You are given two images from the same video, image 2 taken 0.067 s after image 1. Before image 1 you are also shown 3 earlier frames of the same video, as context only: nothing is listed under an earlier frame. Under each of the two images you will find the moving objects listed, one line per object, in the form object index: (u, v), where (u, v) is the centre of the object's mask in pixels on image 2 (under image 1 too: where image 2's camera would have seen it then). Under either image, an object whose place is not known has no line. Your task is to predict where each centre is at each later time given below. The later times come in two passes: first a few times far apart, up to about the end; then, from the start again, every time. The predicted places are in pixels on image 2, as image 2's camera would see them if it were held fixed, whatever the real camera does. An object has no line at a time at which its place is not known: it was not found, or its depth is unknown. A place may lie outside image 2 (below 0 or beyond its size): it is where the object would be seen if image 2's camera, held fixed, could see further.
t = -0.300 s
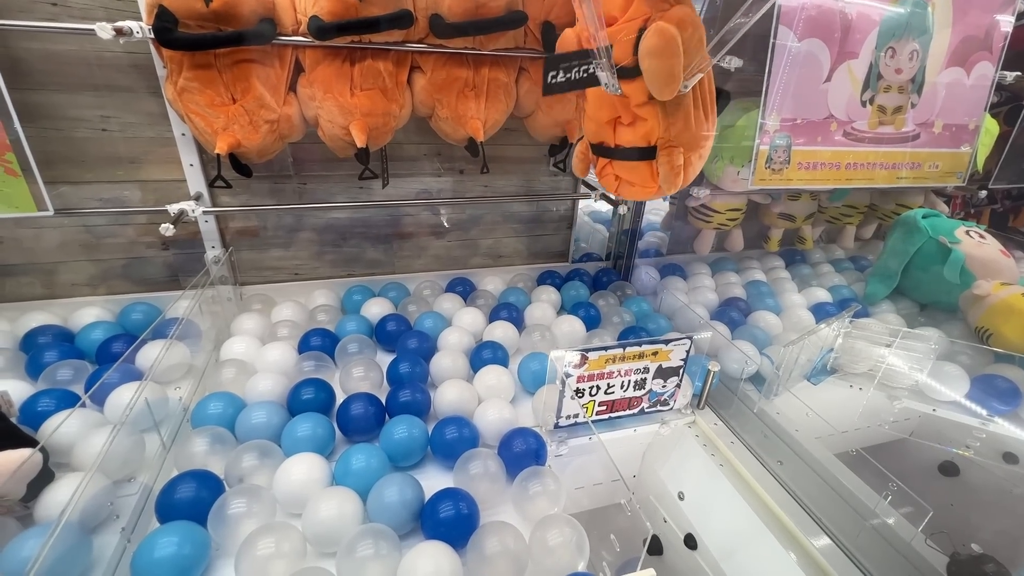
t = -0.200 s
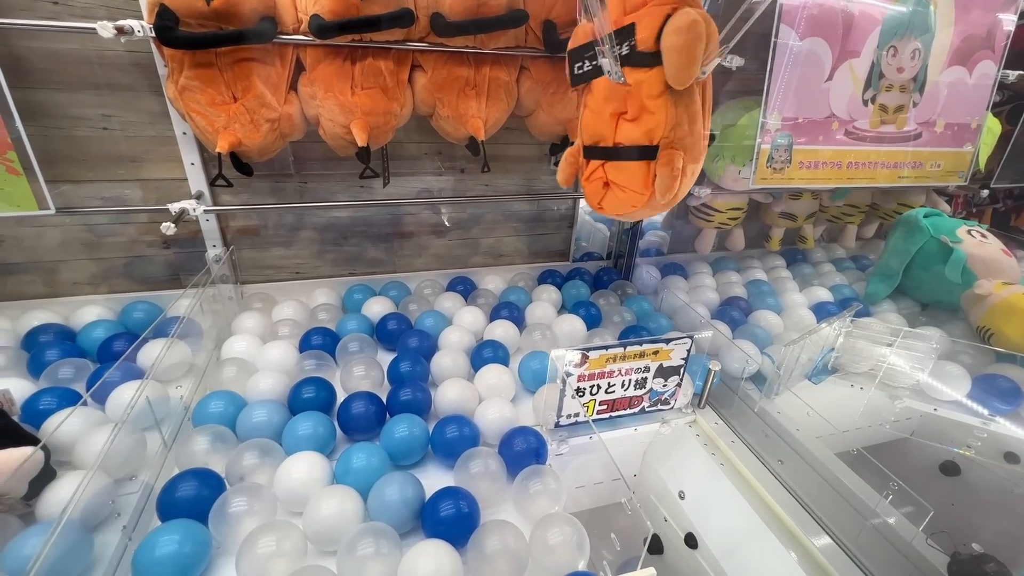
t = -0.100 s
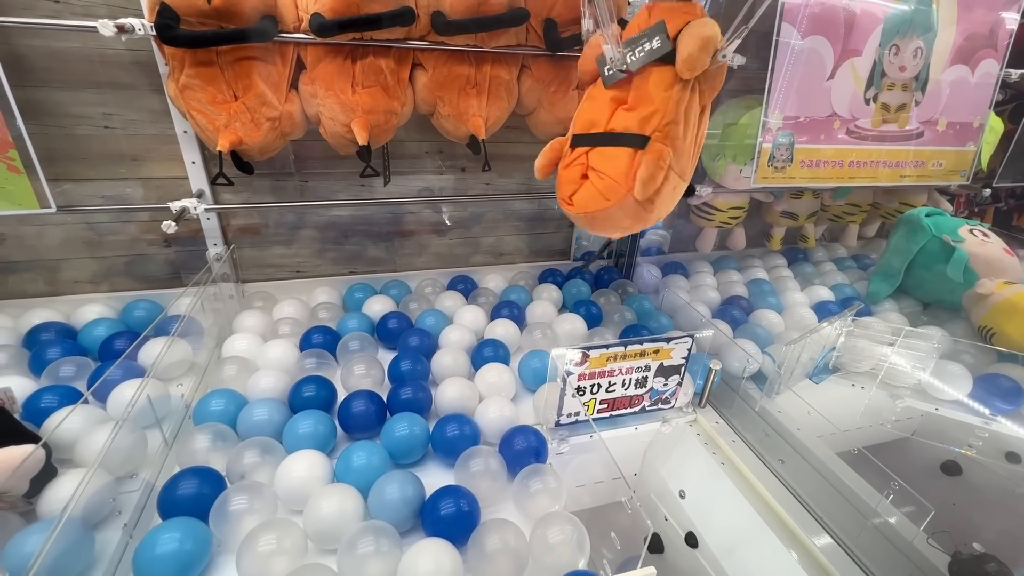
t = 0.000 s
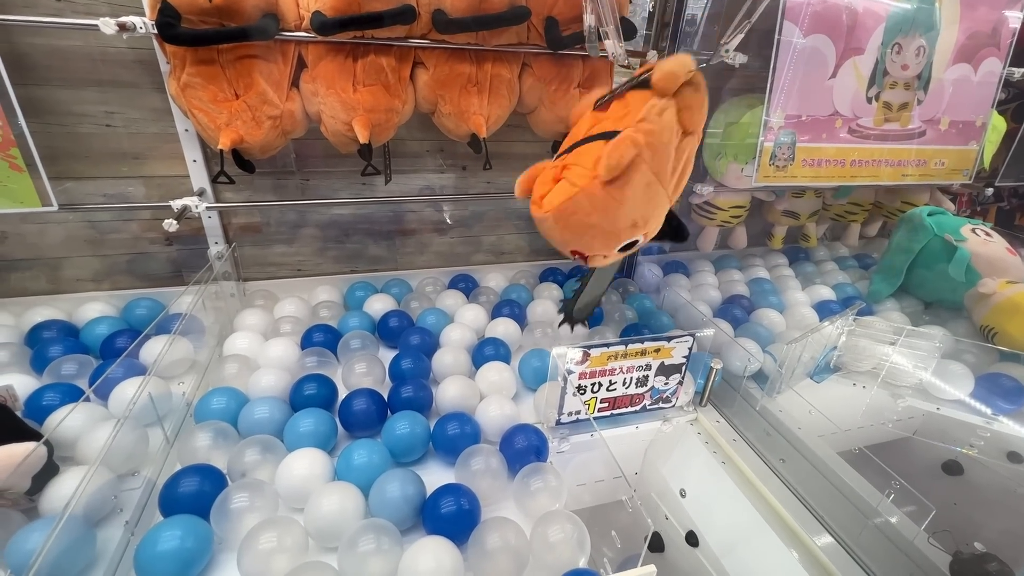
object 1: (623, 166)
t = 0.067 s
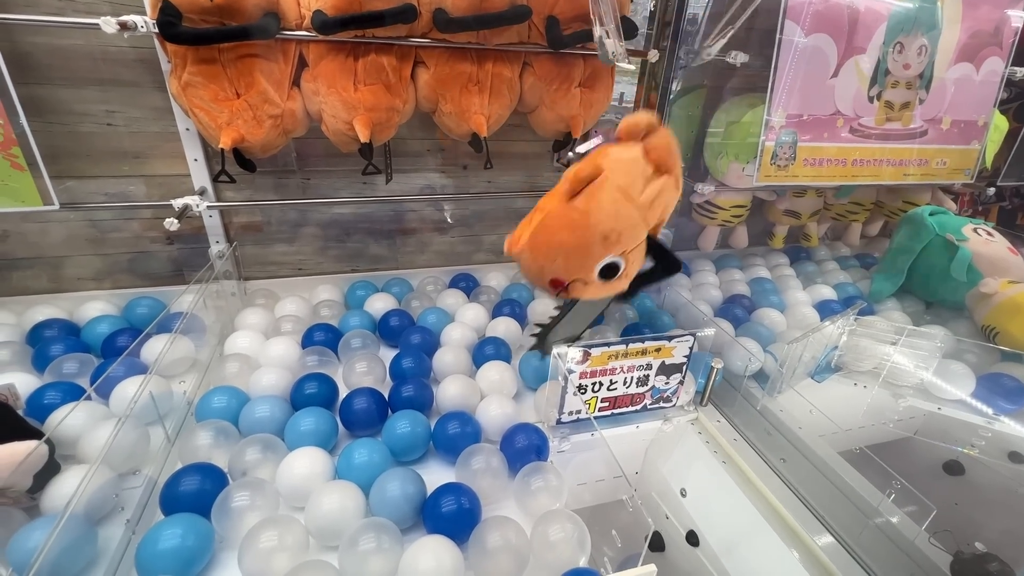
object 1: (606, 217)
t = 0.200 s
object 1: (549, 319)
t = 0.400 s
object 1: (502, 293)
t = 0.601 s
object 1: (484, 281)
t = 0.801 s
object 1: (499, 294)
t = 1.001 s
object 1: (494, 294)
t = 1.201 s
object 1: (495, 295)
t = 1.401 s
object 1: (495, 295)
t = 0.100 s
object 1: (594, 250)
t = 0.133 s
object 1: (580, 278)
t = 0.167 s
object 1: (567, 294)
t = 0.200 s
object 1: (549, 319)
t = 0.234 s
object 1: (558, 299)
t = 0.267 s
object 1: (550, 290)
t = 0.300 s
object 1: (530, 290)
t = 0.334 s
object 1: (522, 287)
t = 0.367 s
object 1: (513, 290)
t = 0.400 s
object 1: (502, 293)
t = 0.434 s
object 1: (496, 287)
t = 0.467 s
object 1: (490, 281)
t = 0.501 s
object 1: (486, 278)
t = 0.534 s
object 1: (482, 278)
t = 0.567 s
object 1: (481, 279)
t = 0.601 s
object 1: (484, 281)
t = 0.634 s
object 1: (487, 285)
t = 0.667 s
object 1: (493, 290)
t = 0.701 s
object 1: (497, 292)
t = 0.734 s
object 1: (498, 293)
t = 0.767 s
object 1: (499, 294)
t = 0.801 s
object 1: (499, 294)
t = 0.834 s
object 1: (498, 294)
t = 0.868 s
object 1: (497, 294)
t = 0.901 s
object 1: (496, 294)
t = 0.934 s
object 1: (495, 293)
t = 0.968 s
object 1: (495, 293)
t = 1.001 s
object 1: (494, 294)
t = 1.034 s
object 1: (494, 294)
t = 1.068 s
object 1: (494, 294)
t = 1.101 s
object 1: (495, 294)
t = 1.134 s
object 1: (495, 294)
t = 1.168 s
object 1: (495, 294)
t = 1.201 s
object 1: (495, 295)
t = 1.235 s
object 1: (495, 295)
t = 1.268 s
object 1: (495, 295)
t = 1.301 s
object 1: (495, 295)
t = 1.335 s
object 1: (495, 295)
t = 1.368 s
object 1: (495, 295)
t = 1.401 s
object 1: (495, 295)
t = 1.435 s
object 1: (495, 295)
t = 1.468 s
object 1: (495, 295)
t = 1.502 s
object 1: (495, 295)
